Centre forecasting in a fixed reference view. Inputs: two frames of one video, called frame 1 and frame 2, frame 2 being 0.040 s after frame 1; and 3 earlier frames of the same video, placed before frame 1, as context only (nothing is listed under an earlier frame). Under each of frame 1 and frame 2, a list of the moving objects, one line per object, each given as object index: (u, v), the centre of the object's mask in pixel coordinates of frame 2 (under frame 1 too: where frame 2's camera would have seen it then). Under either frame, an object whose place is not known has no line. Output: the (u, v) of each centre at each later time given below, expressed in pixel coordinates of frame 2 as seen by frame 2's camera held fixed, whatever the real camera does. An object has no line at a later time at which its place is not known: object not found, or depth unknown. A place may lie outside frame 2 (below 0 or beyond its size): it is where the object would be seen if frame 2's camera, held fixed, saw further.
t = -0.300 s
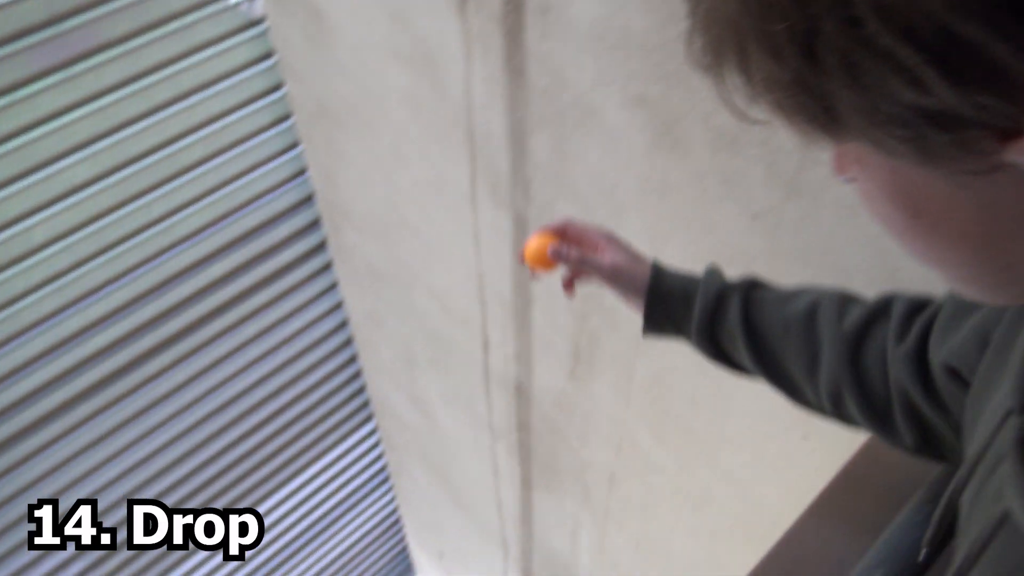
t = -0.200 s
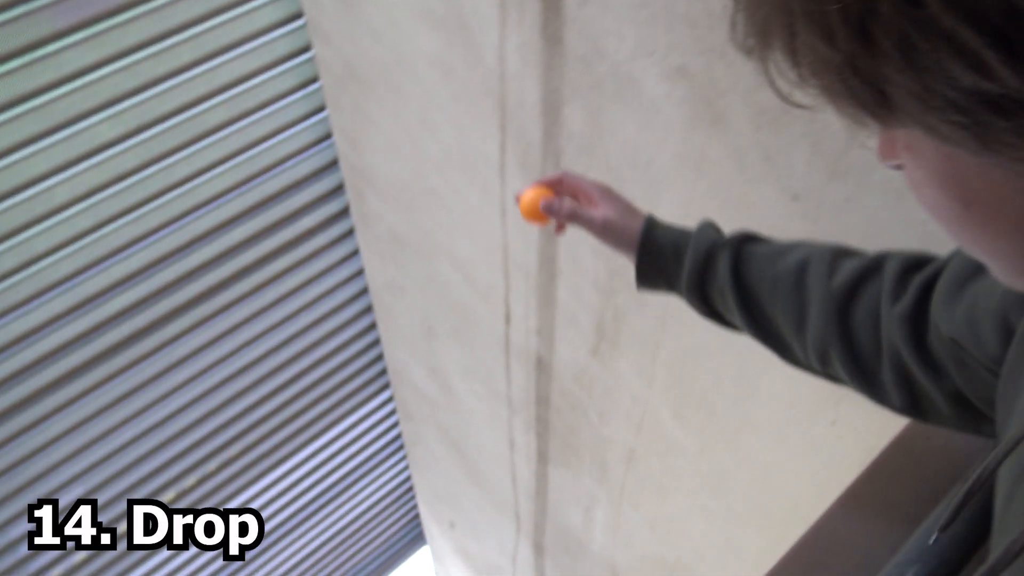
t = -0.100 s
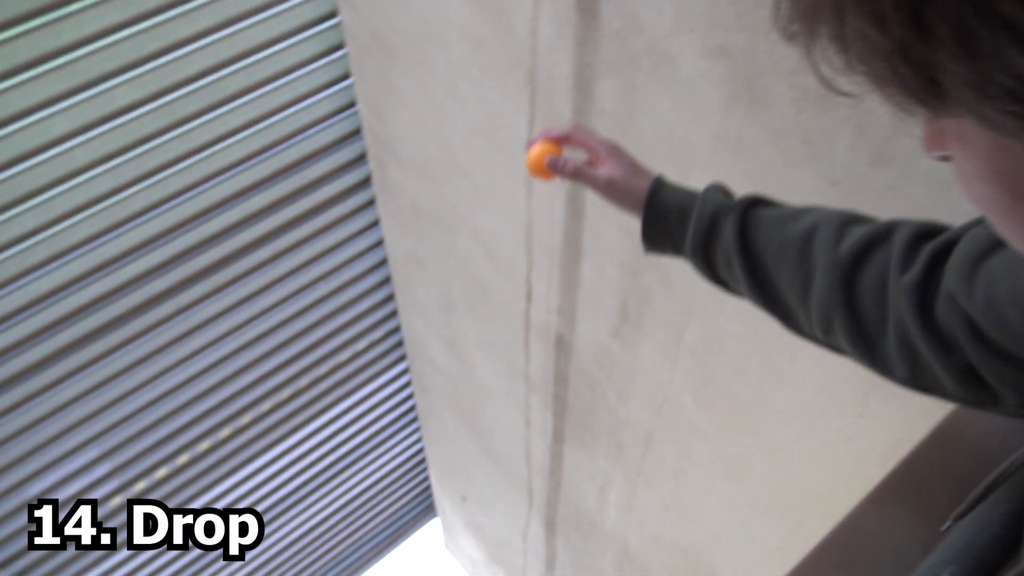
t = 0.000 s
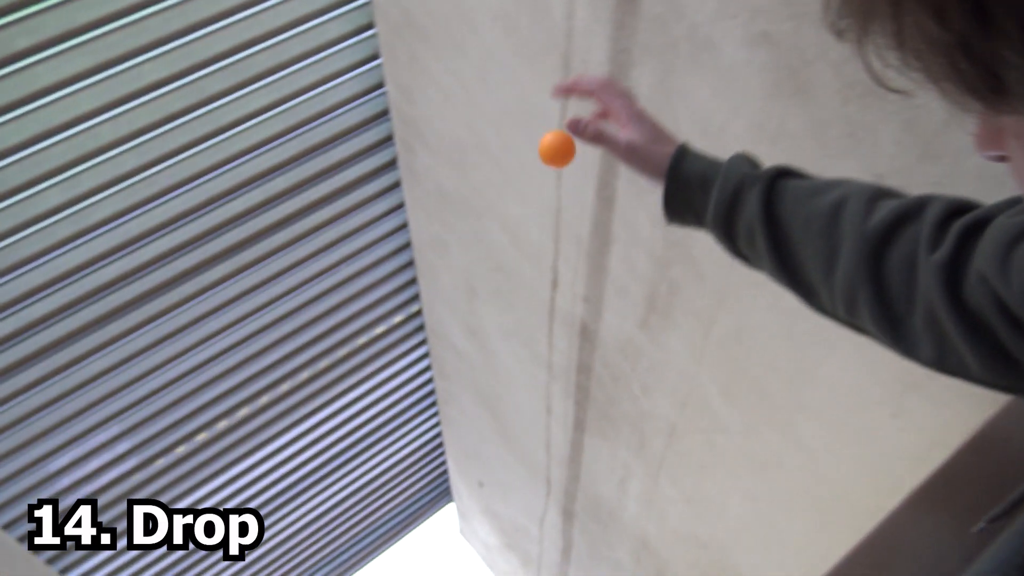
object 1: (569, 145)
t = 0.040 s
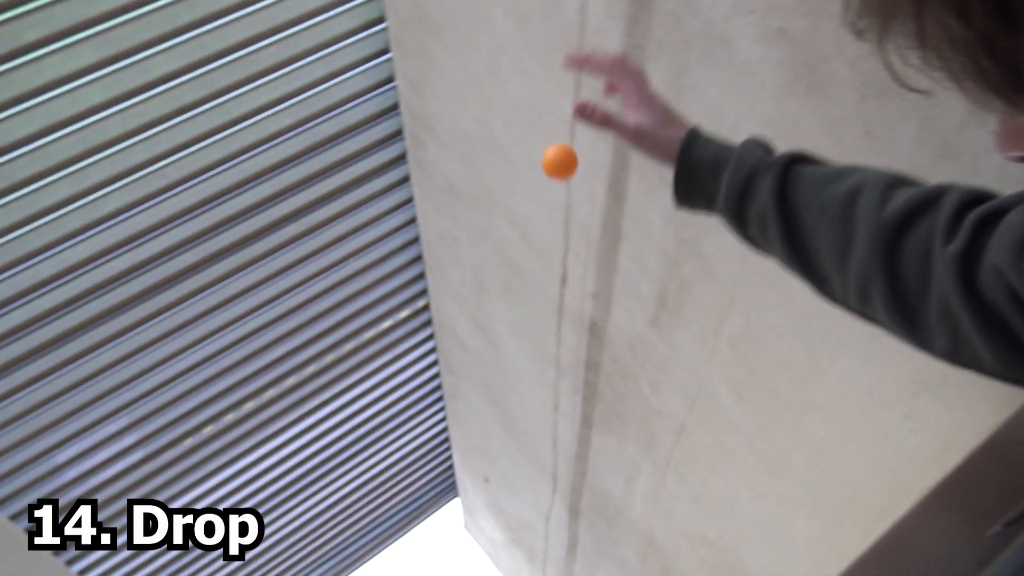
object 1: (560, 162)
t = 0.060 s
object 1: (556, 173)
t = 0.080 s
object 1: (552, 187)
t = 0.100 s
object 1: (548, 202)
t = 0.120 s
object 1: (544, 217)
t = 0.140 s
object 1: (541, 234)
